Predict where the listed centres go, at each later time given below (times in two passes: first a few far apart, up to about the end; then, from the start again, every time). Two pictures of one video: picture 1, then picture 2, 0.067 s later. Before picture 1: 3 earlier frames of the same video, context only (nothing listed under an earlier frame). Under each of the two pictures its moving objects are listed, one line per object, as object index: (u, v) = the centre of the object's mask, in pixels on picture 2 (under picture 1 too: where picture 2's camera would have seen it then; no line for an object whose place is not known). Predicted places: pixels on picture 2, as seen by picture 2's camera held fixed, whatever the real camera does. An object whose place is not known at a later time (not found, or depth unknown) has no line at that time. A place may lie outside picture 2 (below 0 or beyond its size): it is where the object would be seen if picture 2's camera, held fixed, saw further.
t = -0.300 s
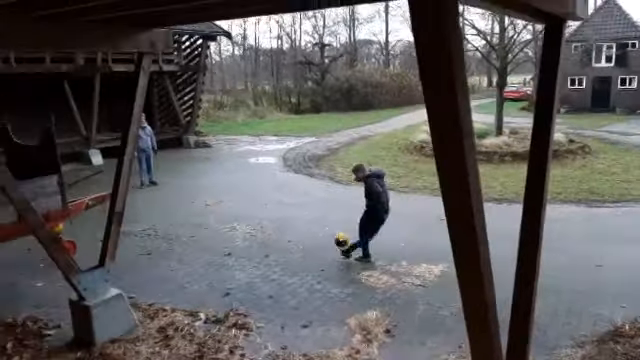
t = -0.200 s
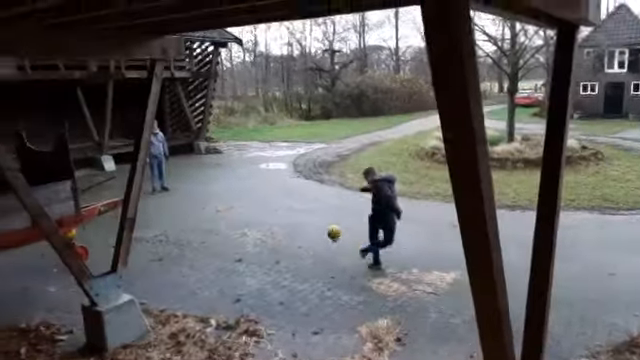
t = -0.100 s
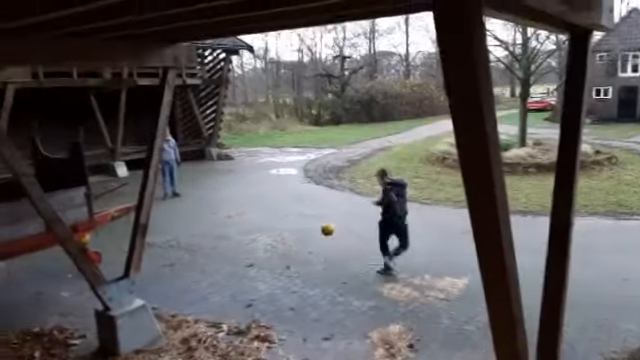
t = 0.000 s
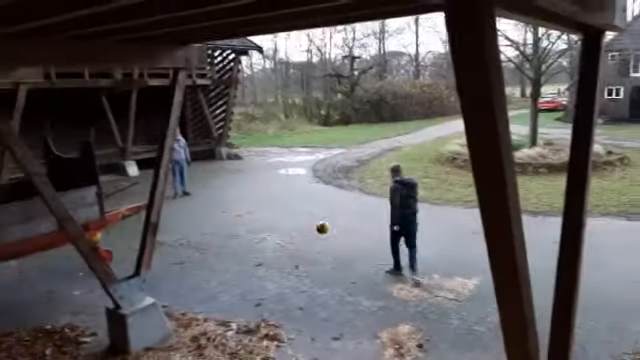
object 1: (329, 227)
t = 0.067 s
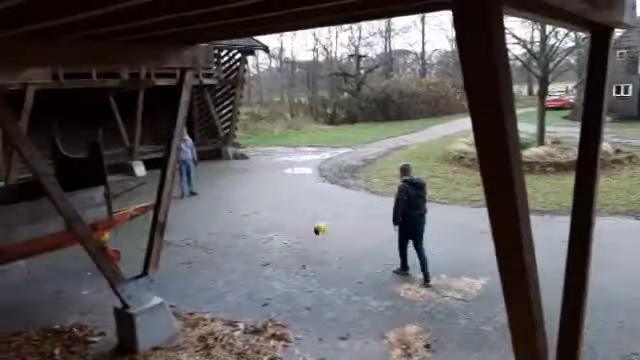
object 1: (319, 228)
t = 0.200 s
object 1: (303, 237)
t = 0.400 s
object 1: (295, 225)
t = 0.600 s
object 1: (290, 227)
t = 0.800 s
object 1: (286, 225)
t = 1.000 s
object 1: (283, 226)
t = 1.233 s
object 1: (279, 223)
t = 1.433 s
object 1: (279, 220)
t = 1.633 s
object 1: (279, 218)
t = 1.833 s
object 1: (281, 216)
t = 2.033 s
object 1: (282, 214)
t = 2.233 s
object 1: (286, 211)
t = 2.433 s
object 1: (289, 210)
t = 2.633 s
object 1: (295, 208)
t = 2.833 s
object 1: (299, 206)
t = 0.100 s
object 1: (316, 229)
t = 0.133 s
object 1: (312, 231)
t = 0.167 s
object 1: (307, 234)
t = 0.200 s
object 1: (303, 237)
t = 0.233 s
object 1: (300, 238)
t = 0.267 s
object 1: (298, 234)
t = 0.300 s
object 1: (298, 231)
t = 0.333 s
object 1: (297, 229)
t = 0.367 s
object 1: (295, 227)
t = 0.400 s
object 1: (295, 225)
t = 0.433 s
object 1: (294, 224)
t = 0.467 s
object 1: (294, 224)
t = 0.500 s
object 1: (293, 223)
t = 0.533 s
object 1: (293, 224)
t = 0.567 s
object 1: (292, 225)
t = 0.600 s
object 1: (290, 227)
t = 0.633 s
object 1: (290, 231)
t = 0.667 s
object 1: (289, 233)
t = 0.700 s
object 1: (289, 230)
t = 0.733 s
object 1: (287, 228)
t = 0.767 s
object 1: (287, 227)
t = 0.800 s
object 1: (286, 225)
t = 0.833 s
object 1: (285, 225)
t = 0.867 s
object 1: (284, 225)
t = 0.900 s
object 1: (284, 225)
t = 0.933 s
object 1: (284, 228)
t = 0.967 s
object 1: (283, 227)
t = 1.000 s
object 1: (283, 226)
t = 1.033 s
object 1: (281, 223)
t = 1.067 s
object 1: (281, 223)
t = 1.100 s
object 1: (280, 223)
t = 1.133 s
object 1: (280, 223)
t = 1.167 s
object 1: (280, 224)
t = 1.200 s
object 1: (280, 224)
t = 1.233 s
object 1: (279, 223)
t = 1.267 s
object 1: (279, 221)
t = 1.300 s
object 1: (279, 221)
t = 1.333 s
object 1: (279, 221)
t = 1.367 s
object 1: (279, 221)
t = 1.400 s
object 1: (279, 220)
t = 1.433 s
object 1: (279, 220)
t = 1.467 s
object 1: (279, 220)
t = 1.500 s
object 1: (279, 219)
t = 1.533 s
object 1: (279, 219)
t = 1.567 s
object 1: (278, 219)
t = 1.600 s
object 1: (279, 219)
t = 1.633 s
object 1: (279, 218)
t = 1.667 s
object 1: (279, 217)
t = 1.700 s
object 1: (279, 216)
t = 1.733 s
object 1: (279, 216)
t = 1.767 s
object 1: (280, 216)
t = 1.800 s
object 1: (280, 215)
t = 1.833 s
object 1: (281, 216)
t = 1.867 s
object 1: (281, 215)
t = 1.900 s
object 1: (281, 215)
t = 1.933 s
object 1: (281, 215)
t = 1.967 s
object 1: (282, 215)
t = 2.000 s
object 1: (282, 214)
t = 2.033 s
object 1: (282, 214)
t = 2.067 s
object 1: (283, 213)
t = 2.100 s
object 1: (283, 213)
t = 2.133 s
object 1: (284, 213)
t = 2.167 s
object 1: (285, 212)
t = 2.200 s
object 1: (286, 212)
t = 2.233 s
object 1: (286, 211)
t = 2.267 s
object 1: (286, 211)
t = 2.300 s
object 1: (287, 211)
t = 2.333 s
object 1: (287, 211)
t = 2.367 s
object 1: (287, 211)
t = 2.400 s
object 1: (289, 210)
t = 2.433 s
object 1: (289, 210)
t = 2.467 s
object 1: (290, 209)
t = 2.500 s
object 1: (292, 209)
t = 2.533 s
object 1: (293, 208)
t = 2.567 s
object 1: (294, 208)
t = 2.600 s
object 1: (294, 208)
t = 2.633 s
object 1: (295, 208)
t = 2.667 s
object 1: (296, 207)
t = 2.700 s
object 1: (296, 207)
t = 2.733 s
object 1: (297, 207)
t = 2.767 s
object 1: (297, 206)
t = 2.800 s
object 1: (298, 206)
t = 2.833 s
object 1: (299, 206)
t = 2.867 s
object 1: (301, 205)
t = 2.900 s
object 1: (302, 205)
